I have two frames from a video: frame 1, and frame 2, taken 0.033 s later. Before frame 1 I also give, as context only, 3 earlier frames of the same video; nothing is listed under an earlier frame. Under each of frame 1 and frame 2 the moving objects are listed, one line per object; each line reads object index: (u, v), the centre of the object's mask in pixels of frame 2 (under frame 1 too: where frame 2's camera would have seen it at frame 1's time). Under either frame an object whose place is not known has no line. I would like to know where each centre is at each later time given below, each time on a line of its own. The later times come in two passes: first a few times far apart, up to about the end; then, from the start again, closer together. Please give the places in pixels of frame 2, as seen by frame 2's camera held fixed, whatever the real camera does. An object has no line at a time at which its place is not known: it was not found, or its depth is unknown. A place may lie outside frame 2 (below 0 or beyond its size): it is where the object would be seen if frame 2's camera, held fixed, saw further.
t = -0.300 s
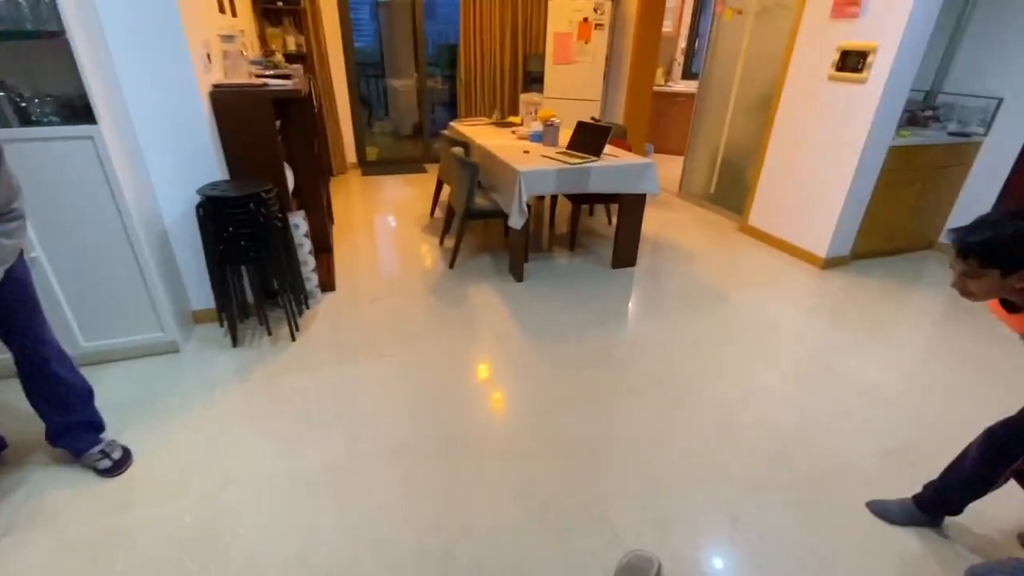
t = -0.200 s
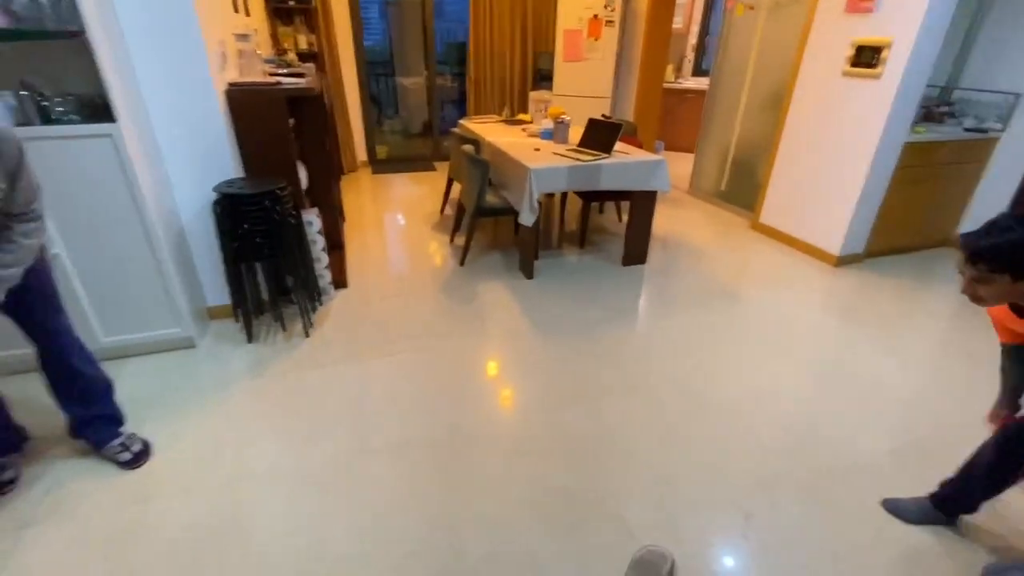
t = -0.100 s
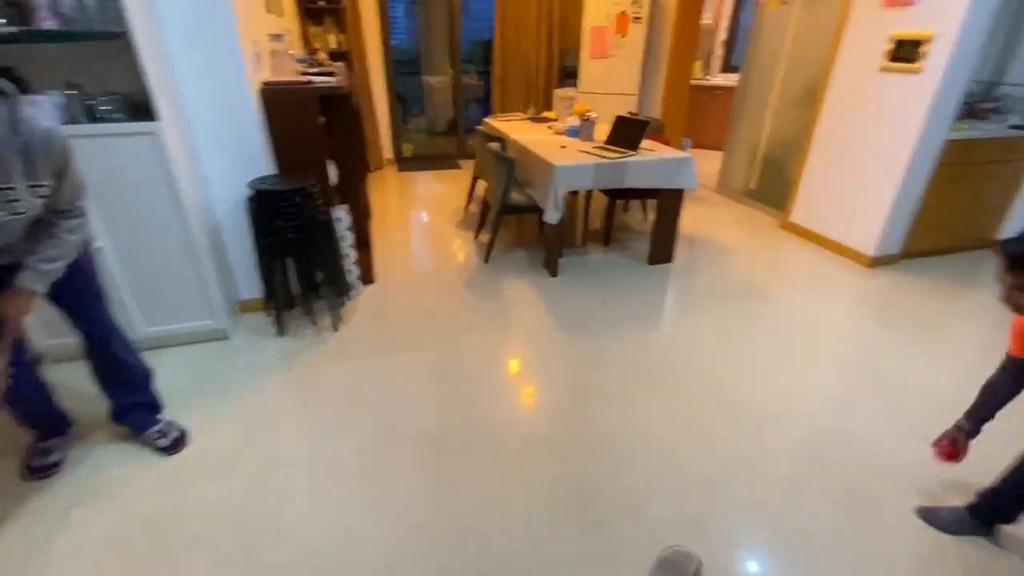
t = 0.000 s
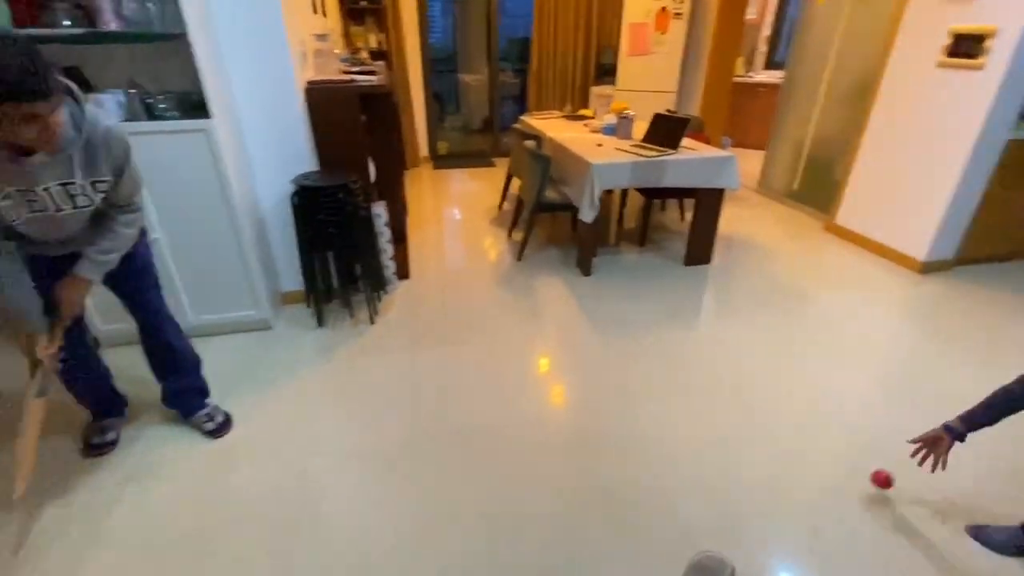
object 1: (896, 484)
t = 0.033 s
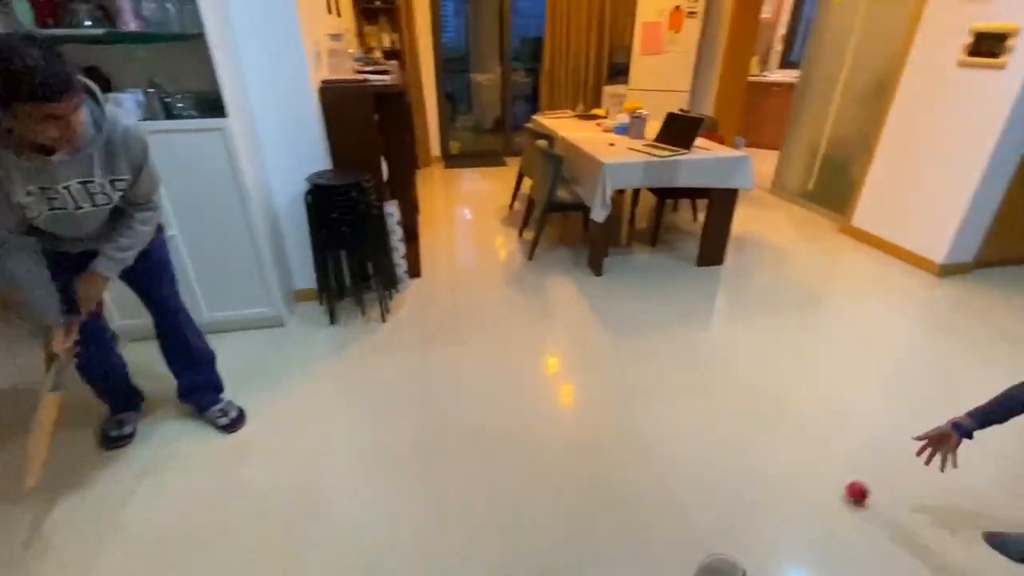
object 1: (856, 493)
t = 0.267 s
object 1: (695, 480)
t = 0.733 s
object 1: (397, 454)
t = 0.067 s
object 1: (834, 486)
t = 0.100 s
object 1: (814, 480)
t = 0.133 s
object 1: (792, 475)
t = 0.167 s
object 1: (769, 473)
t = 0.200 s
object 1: (745, 473)
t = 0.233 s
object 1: (720, 475)
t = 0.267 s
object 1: (695, 480)
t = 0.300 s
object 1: (671, 483)
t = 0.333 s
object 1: (650, 475)
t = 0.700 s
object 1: (417, 455)
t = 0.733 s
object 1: (397, 454)
